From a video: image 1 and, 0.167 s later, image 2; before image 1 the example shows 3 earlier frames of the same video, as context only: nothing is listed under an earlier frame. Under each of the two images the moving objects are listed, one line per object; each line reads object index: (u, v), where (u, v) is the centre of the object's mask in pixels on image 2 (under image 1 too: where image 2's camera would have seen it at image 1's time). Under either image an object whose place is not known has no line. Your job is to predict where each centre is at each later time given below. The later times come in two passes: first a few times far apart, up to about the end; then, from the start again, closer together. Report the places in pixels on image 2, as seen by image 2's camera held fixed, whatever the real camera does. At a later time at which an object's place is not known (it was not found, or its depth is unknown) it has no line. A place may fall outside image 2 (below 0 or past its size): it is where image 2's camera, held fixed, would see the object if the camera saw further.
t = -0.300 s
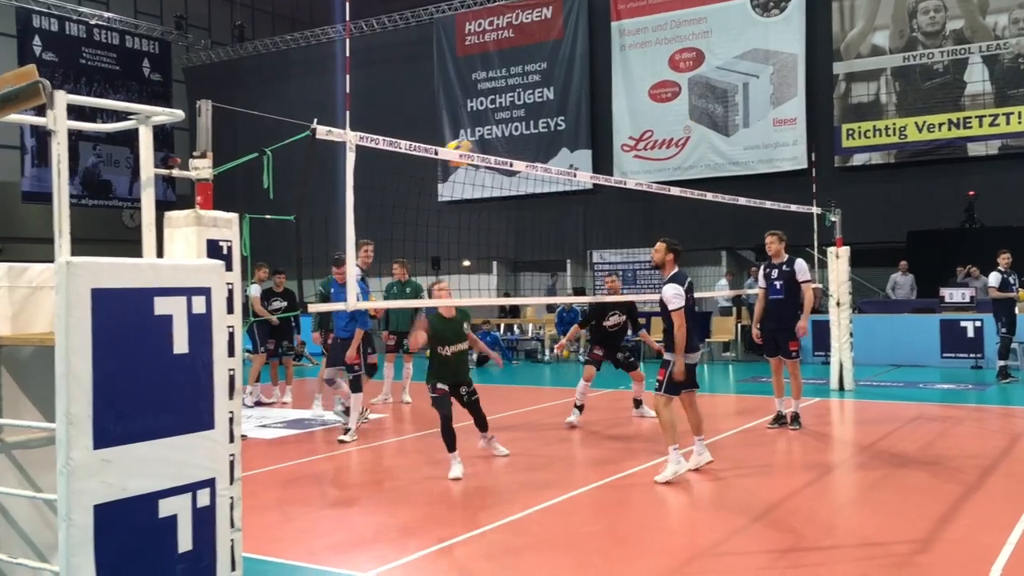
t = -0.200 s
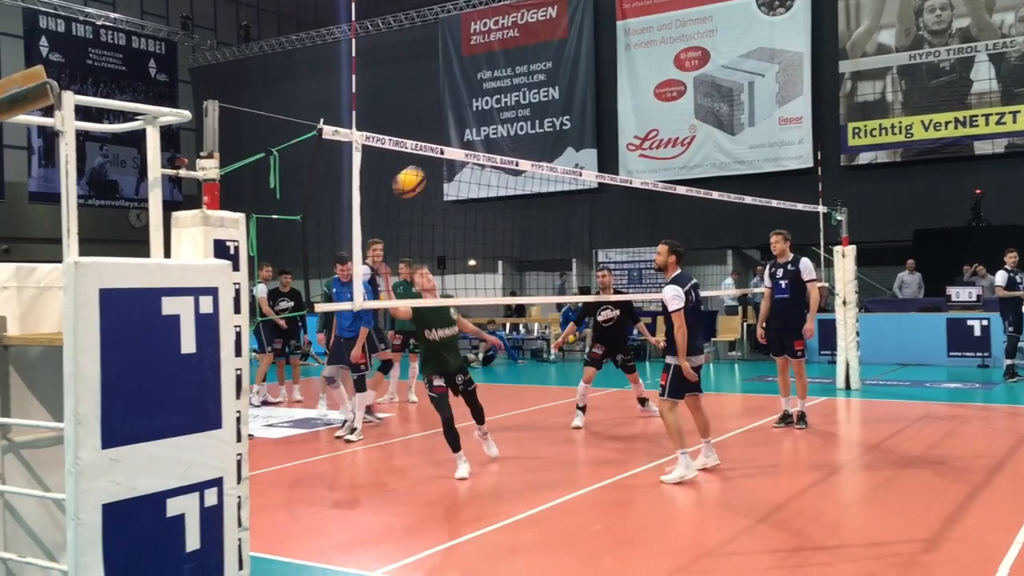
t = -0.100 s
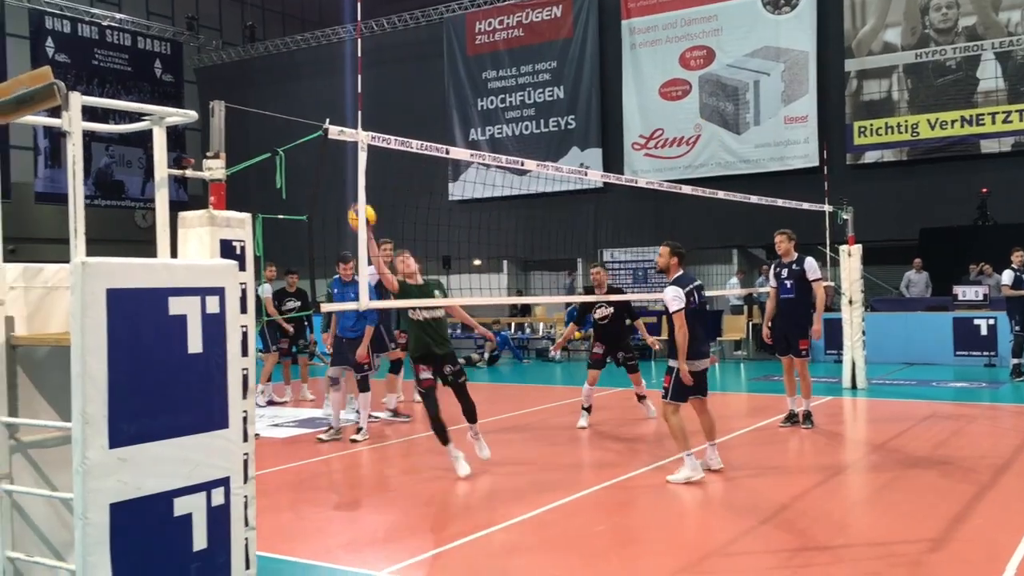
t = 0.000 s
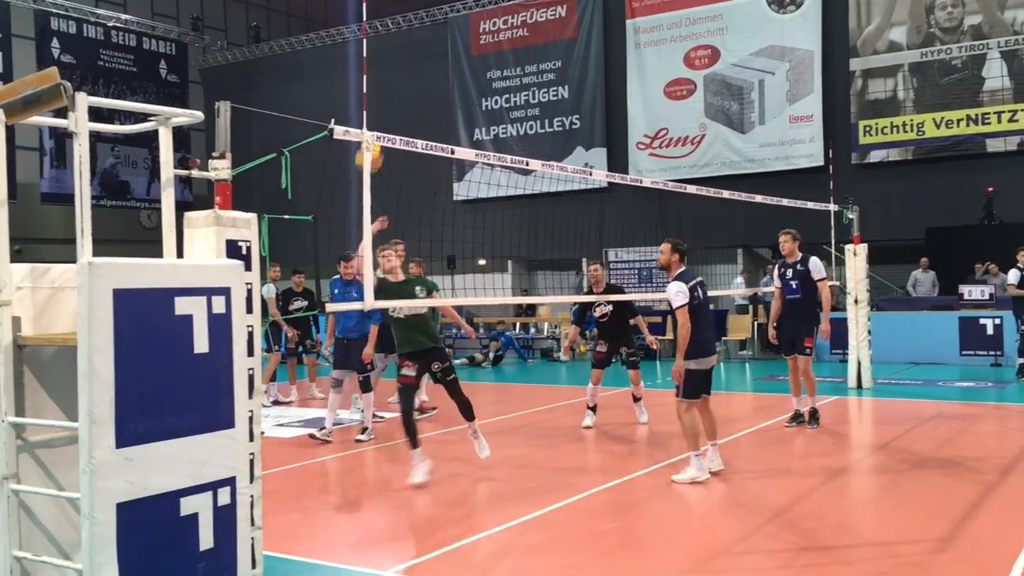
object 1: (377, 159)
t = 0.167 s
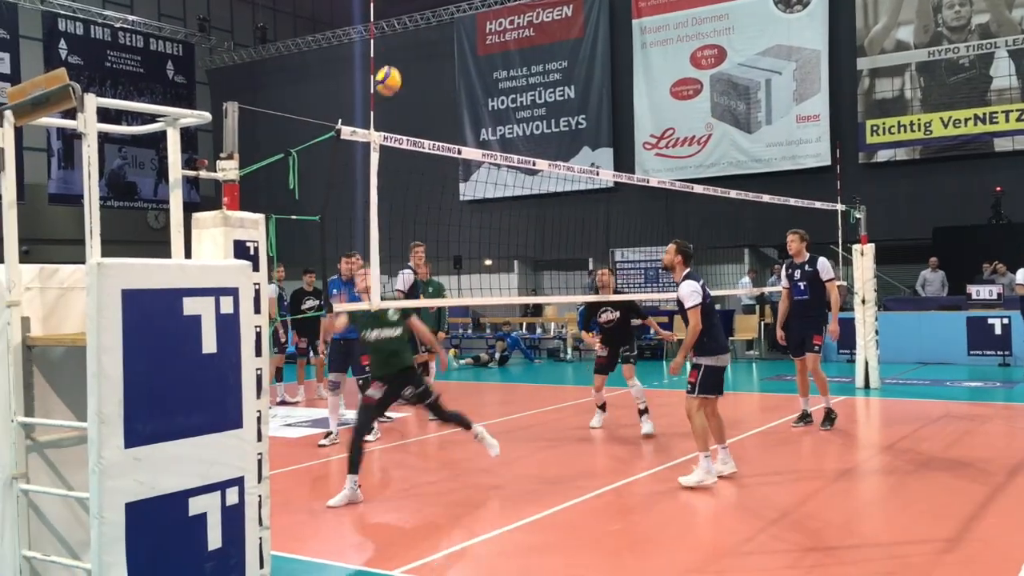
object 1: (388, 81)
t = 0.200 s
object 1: (390, 70)
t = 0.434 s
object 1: (406, 37)
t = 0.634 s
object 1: (419, 57)
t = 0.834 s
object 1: (433, 114)
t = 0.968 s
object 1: (442, 172)
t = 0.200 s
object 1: (390, 70)
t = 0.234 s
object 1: (393, 61)
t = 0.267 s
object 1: (395, 54)
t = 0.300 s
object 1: (397, 48)
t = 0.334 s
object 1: (399, 43)
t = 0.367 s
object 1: (401, 40)
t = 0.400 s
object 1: (404, 38)
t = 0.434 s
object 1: (406, 37)
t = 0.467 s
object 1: (408, 38)
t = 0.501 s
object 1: (410, 39)
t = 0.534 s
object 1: (413, 42)
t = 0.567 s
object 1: (415, 45)
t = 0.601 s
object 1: (417, 50)
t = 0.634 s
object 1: (419, 57)
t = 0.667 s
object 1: (422, 64)
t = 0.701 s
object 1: (423, 72)
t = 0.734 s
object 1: (426, 81)
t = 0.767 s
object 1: (428, 91)
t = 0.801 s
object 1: (430, 103)
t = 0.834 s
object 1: (433, 114)
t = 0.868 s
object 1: (436, 127)
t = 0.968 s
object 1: (442, 172)
